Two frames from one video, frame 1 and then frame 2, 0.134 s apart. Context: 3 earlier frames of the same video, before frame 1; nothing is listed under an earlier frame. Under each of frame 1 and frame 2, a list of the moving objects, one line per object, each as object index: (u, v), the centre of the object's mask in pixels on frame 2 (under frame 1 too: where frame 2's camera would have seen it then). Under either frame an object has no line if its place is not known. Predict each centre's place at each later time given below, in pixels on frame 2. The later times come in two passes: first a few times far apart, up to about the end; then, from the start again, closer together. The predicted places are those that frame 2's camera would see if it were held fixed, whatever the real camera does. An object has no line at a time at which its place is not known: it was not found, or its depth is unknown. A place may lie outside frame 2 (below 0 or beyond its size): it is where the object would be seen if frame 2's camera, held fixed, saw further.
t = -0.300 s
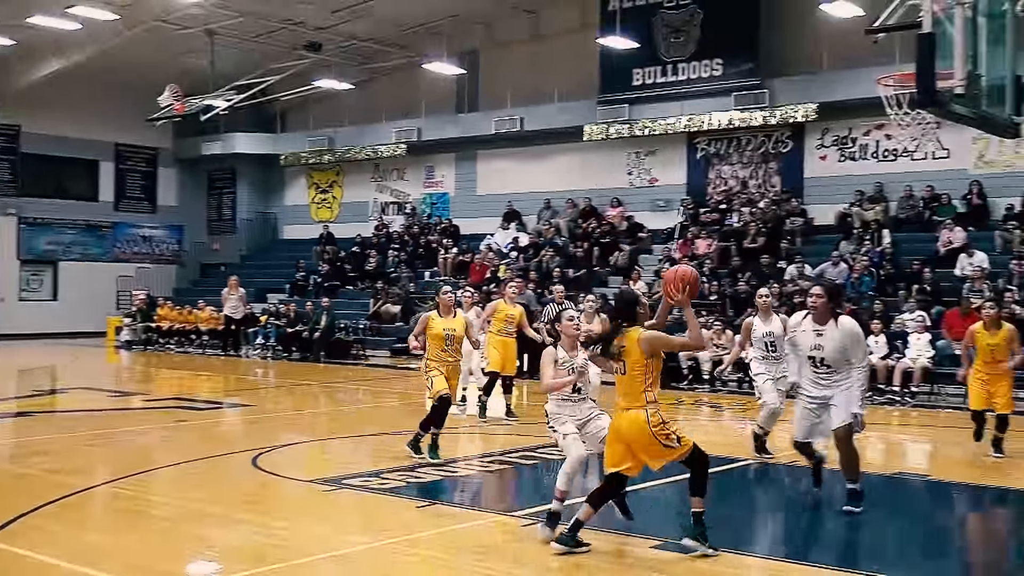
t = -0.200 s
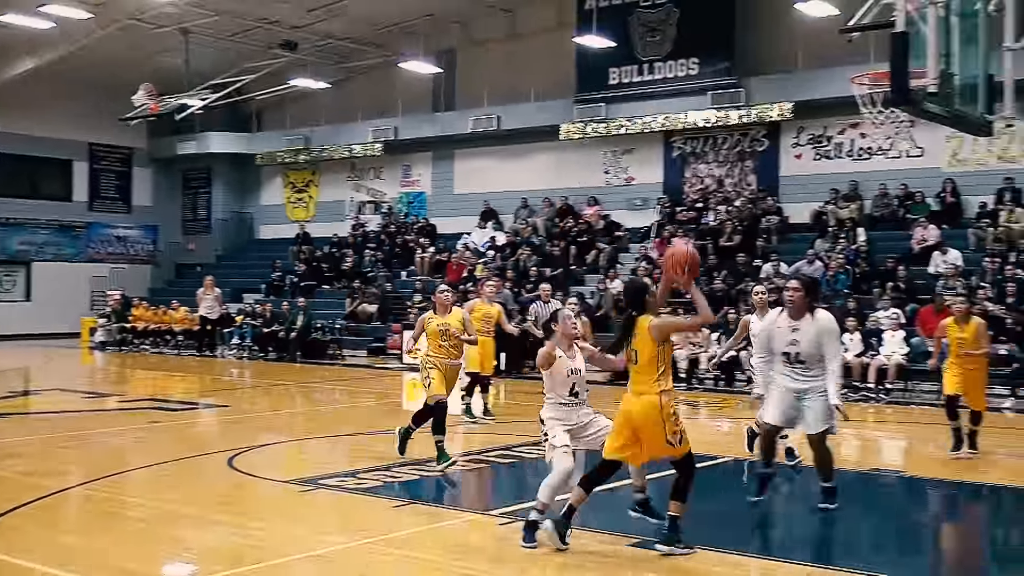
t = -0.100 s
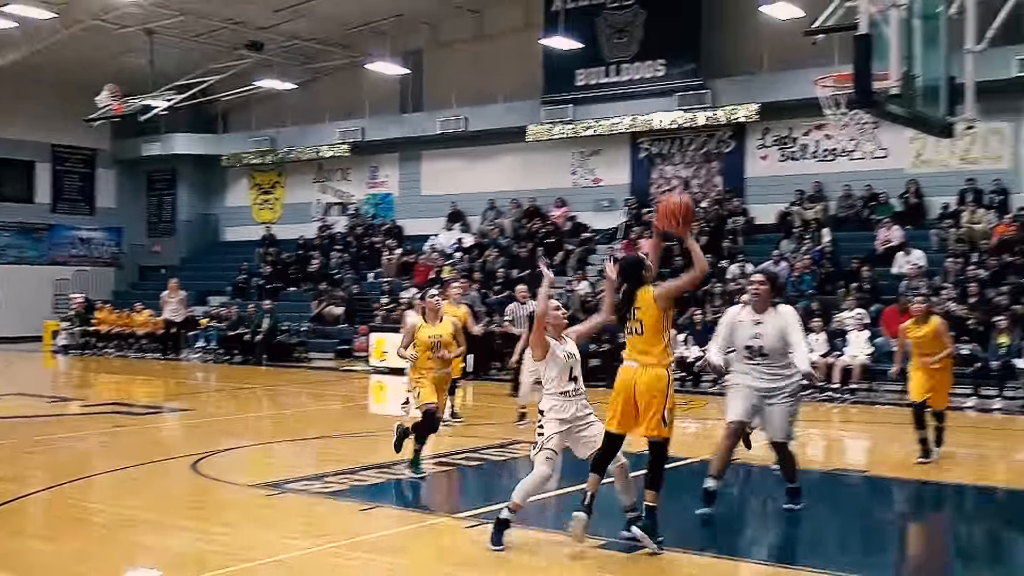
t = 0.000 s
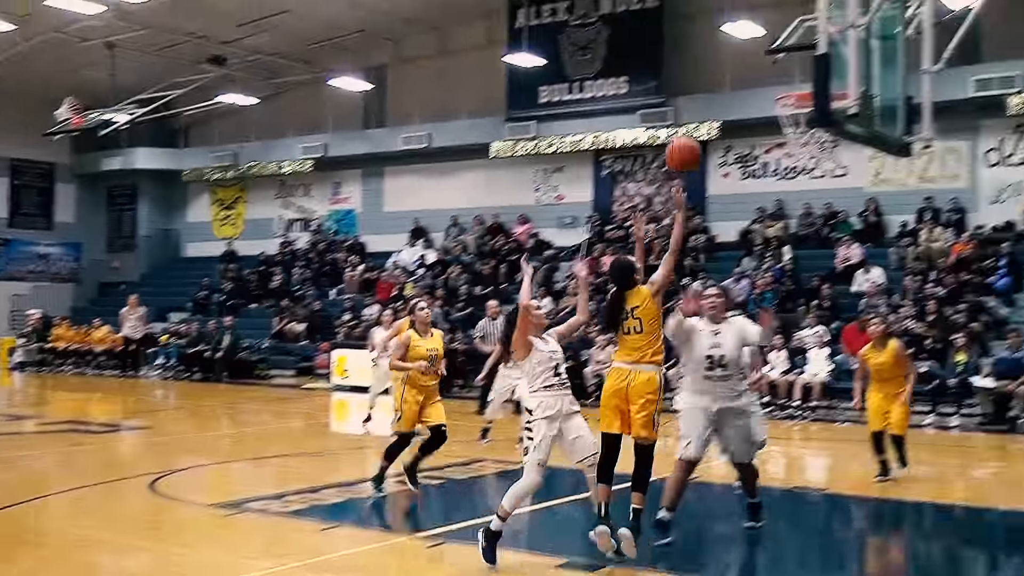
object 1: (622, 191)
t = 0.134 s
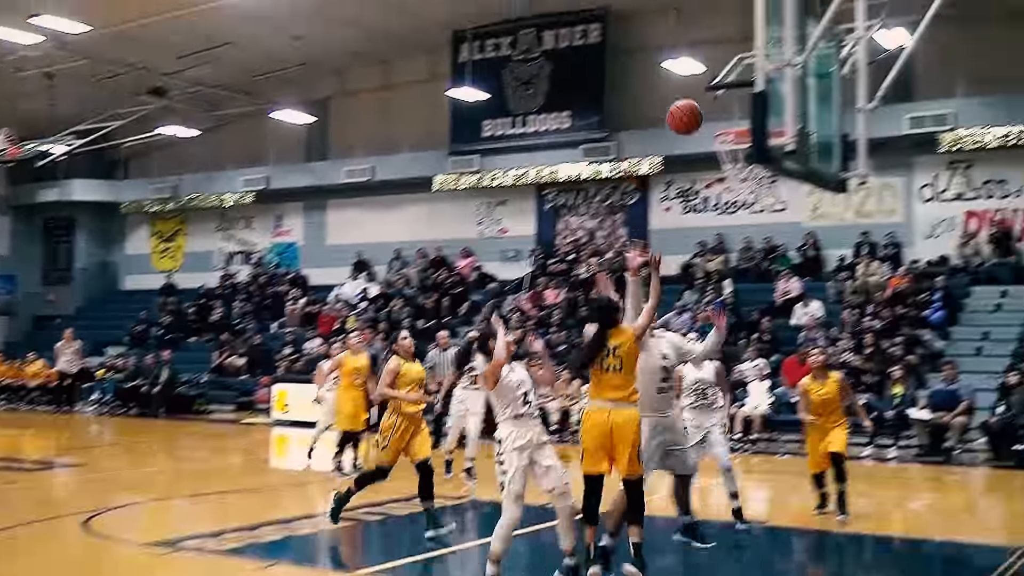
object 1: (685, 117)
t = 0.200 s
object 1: (712, 92)
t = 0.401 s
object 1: (741, 72)
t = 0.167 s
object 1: (699, 103)
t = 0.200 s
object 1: (712, 92)
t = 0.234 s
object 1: (725, 84)
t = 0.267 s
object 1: (736, 76)
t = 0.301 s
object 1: (743, 71)
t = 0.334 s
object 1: (744, 72)
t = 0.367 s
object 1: (744, 70)
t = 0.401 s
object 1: (741, 72)
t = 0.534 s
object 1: (732, 96)
